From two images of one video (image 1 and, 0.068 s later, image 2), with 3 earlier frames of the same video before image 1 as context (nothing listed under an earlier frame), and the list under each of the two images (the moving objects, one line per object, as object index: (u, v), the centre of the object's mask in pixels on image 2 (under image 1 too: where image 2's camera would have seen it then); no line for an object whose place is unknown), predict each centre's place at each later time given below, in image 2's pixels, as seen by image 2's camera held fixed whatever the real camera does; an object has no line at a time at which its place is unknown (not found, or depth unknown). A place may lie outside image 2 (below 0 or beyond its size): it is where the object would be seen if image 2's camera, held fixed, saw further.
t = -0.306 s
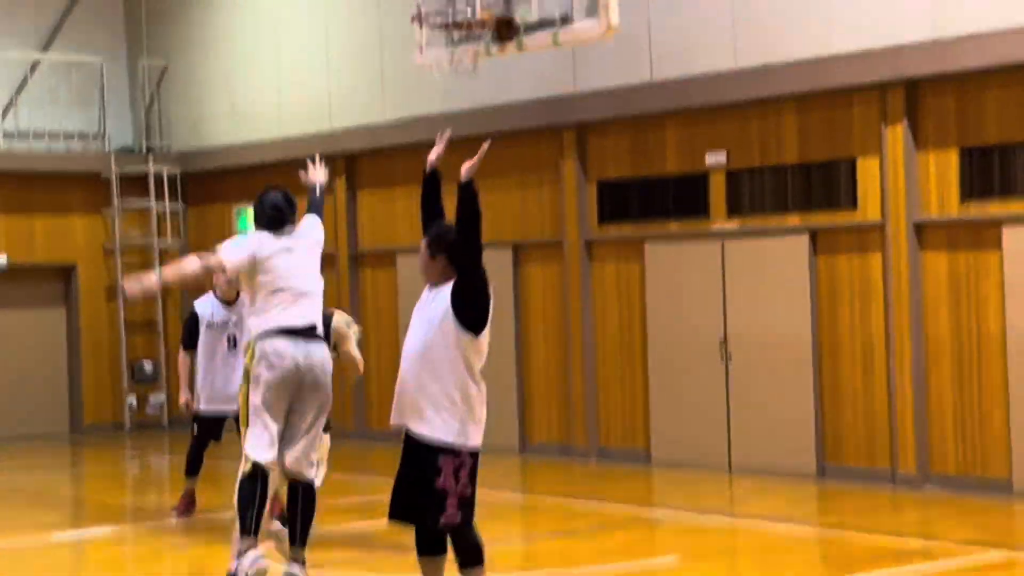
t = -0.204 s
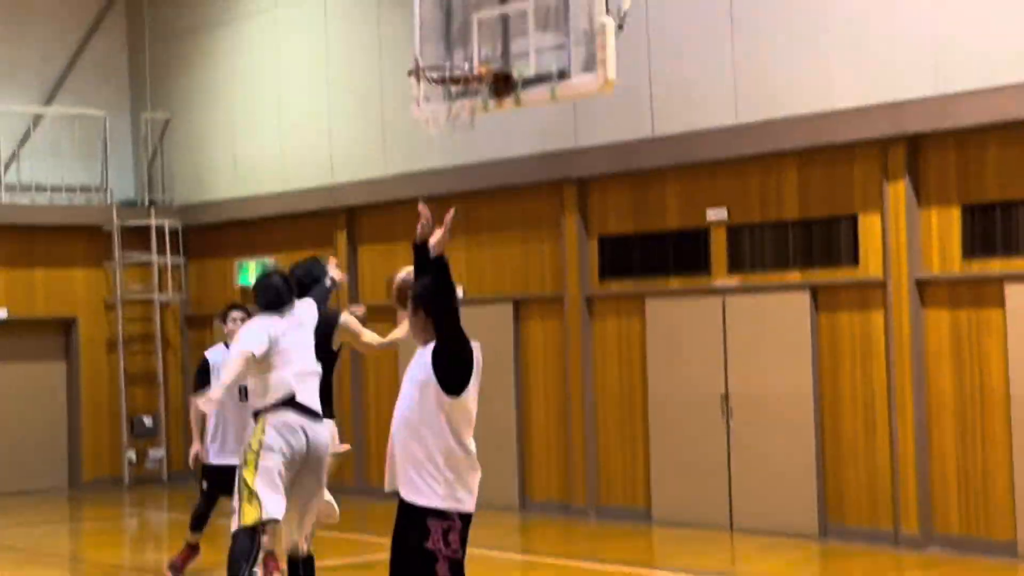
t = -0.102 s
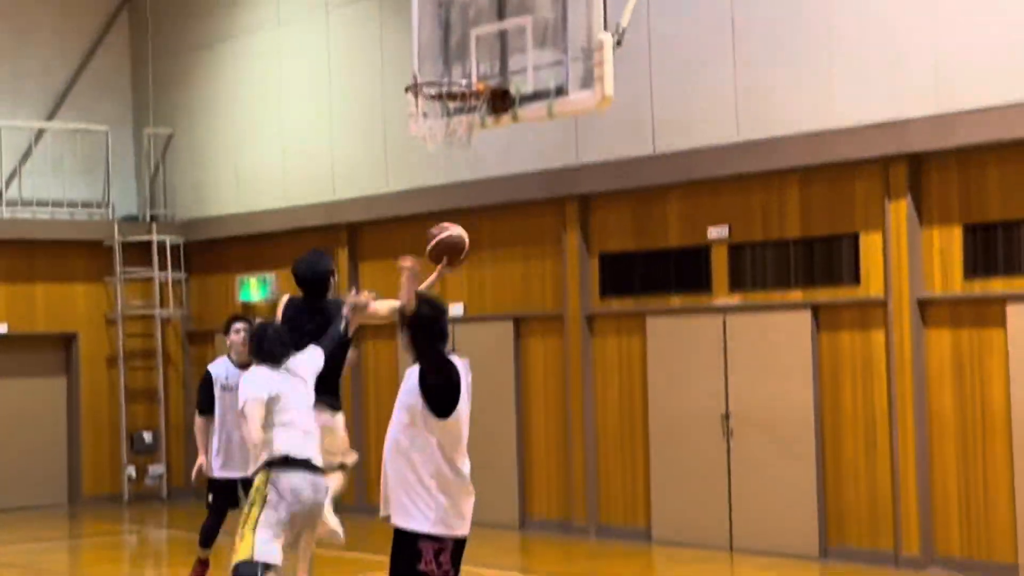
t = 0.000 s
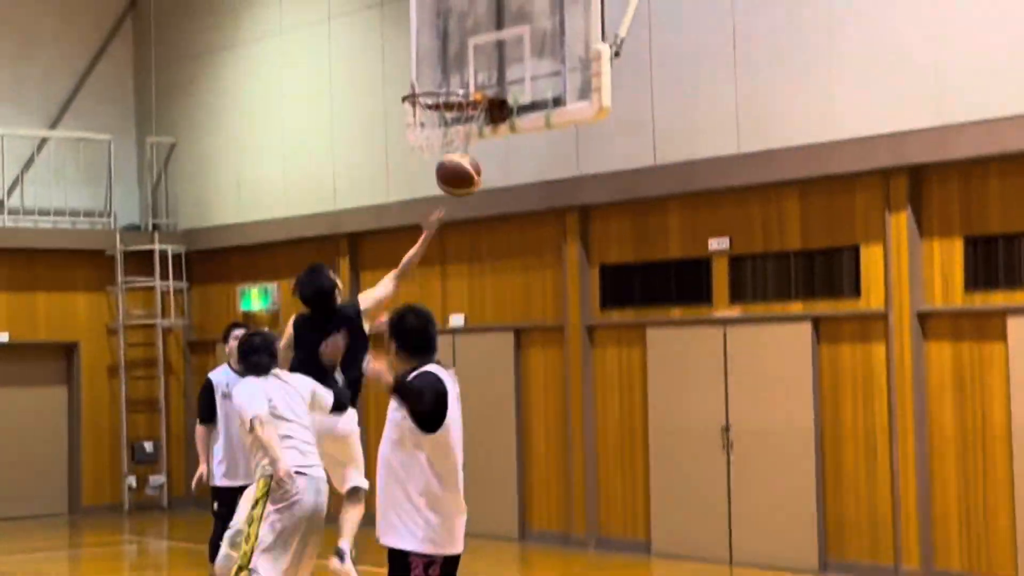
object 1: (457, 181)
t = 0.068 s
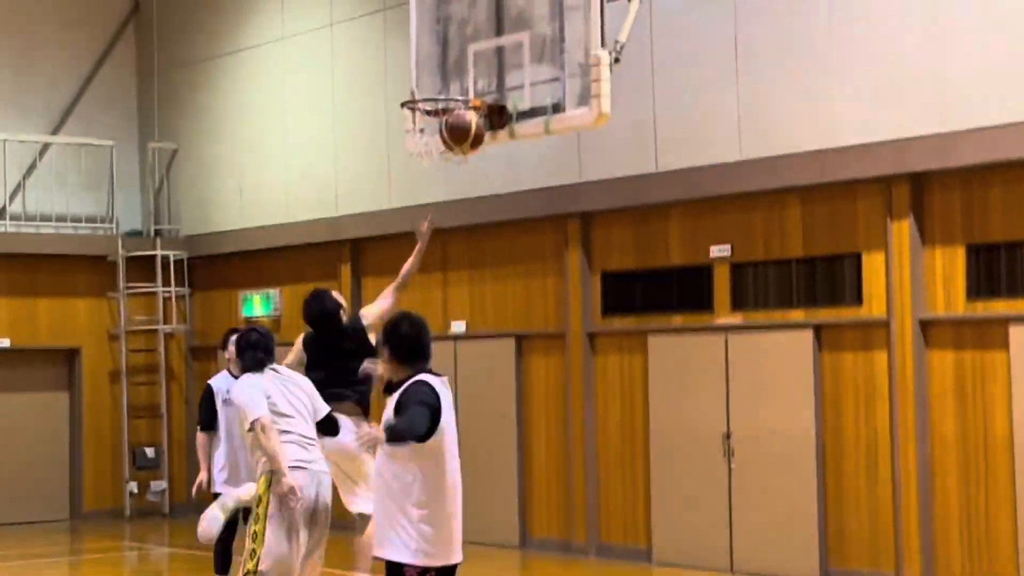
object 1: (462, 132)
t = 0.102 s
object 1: (465, 110)
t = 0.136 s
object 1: (469, 91)
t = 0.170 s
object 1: (471, 74)
